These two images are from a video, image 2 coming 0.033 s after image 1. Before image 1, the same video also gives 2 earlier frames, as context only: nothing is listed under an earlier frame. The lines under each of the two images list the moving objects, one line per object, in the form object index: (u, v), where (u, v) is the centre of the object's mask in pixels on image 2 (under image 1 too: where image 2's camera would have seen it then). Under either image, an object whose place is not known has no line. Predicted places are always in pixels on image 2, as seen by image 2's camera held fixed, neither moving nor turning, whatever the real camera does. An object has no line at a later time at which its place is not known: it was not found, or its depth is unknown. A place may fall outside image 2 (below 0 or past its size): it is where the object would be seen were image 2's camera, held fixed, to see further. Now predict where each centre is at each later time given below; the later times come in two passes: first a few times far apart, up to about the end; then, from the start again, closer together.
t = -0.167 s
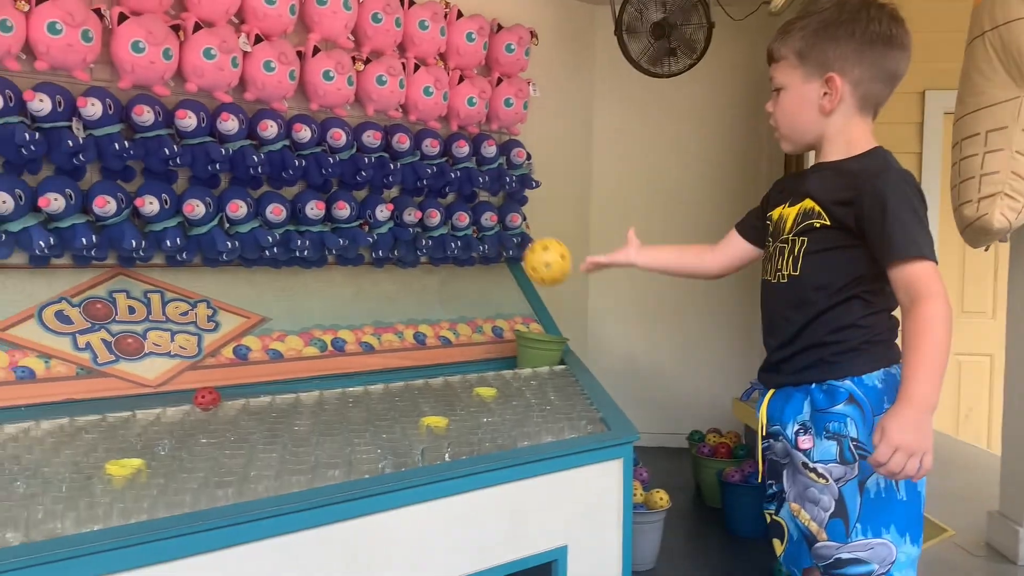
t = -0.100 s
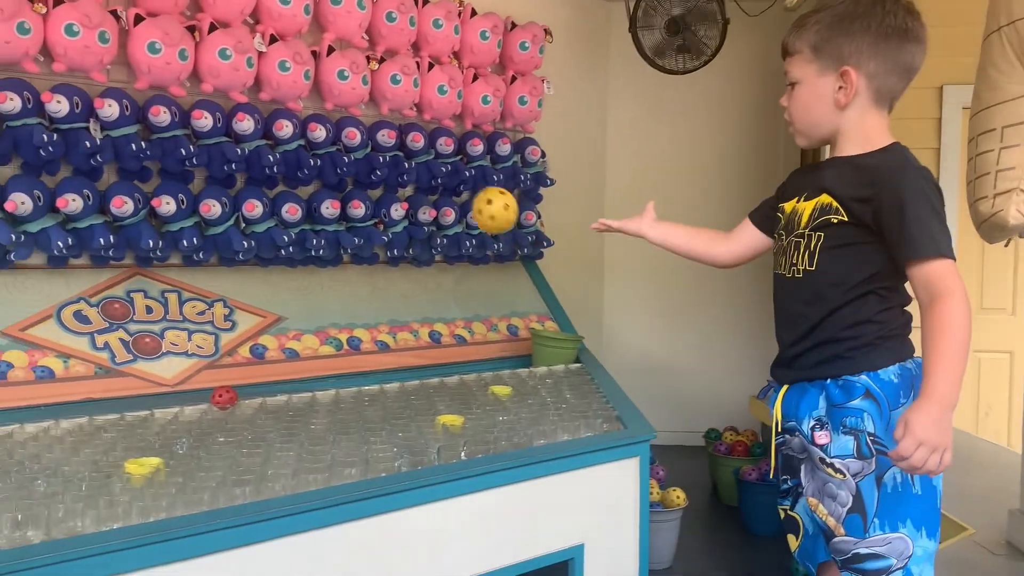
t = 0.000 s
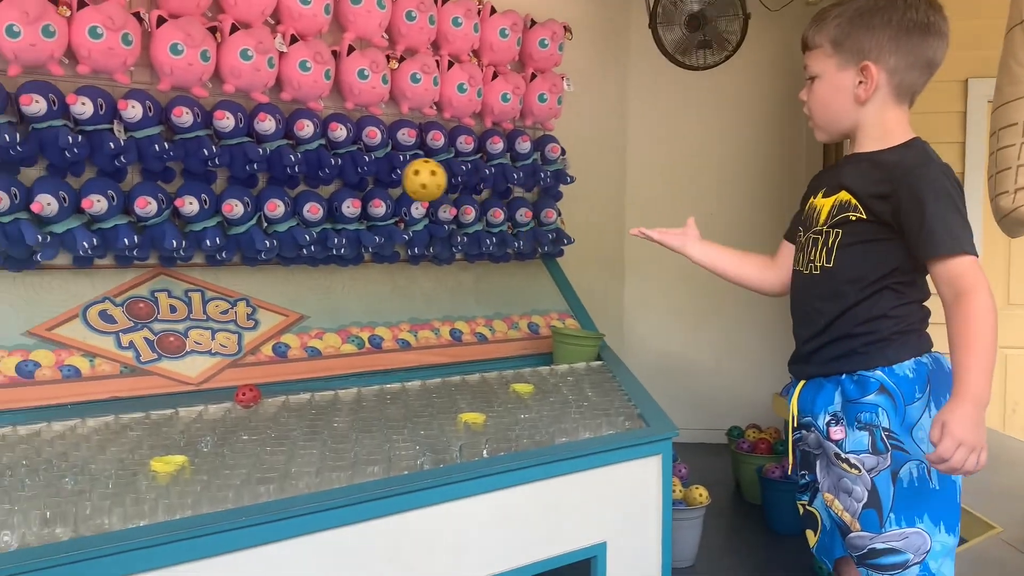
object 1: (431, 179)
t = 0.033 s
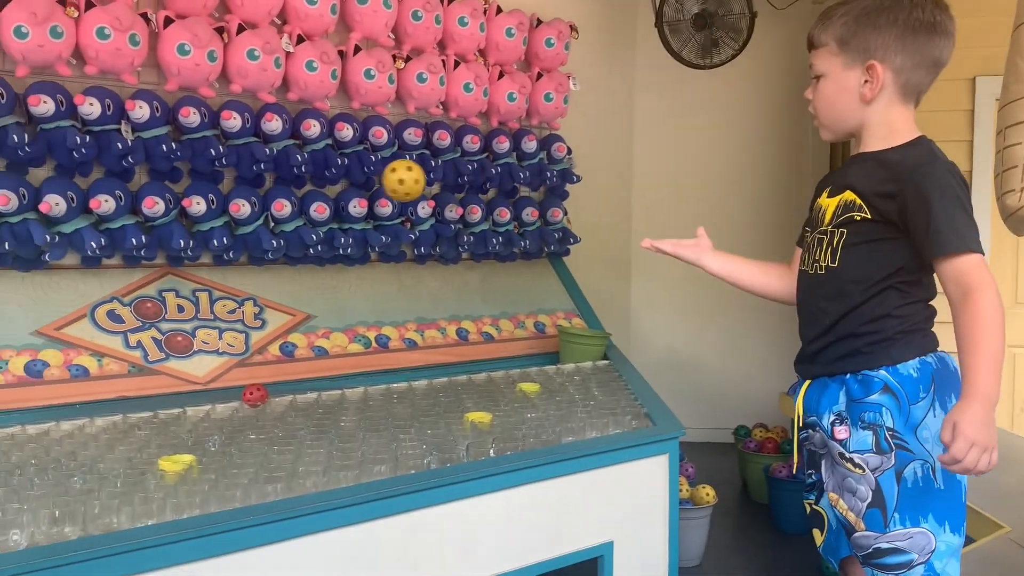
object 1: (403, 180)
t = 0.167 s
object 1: (306, 230)
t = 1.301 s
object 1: (448, 543)
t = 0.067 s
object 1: (378, 186)
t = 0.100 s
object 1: (353, 197)
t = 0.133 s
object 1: (329, 211)
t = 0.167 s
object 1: (306, 230)
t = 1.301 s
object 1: (448, 543)
